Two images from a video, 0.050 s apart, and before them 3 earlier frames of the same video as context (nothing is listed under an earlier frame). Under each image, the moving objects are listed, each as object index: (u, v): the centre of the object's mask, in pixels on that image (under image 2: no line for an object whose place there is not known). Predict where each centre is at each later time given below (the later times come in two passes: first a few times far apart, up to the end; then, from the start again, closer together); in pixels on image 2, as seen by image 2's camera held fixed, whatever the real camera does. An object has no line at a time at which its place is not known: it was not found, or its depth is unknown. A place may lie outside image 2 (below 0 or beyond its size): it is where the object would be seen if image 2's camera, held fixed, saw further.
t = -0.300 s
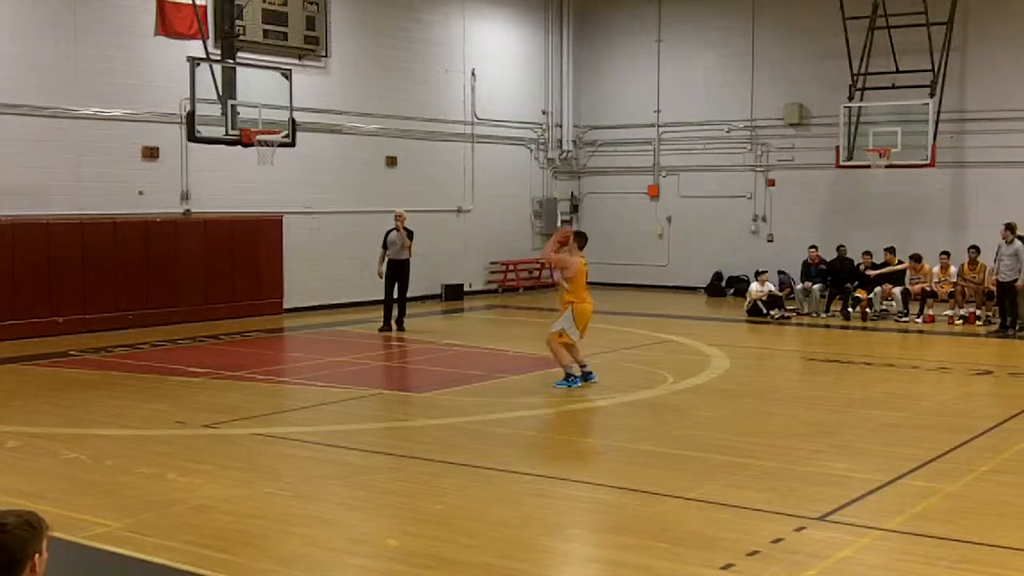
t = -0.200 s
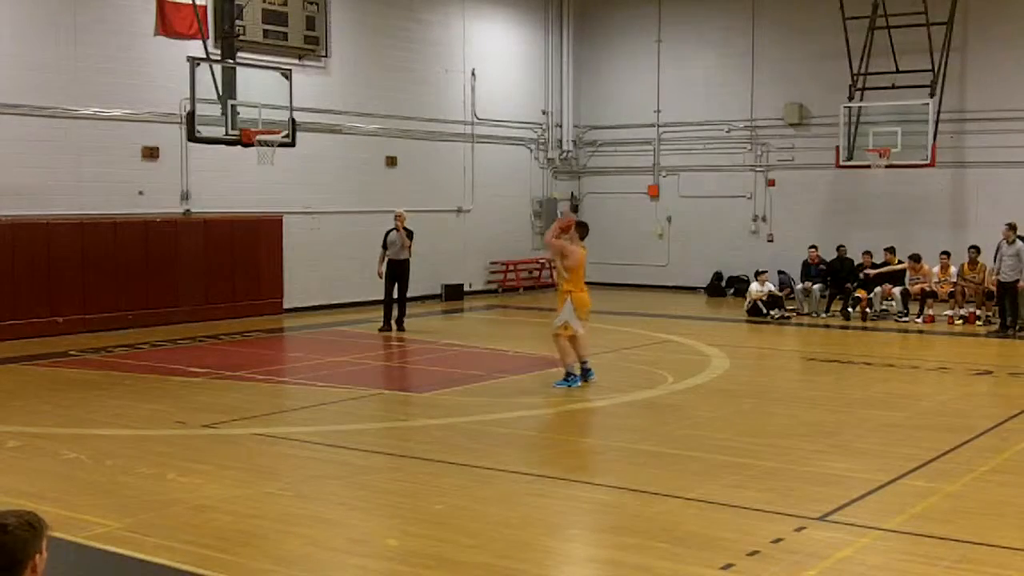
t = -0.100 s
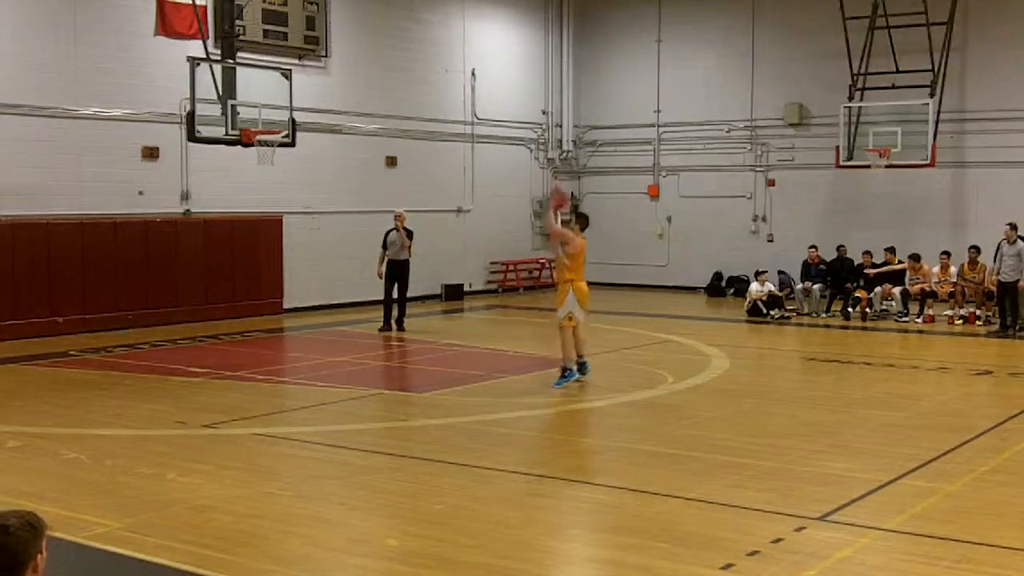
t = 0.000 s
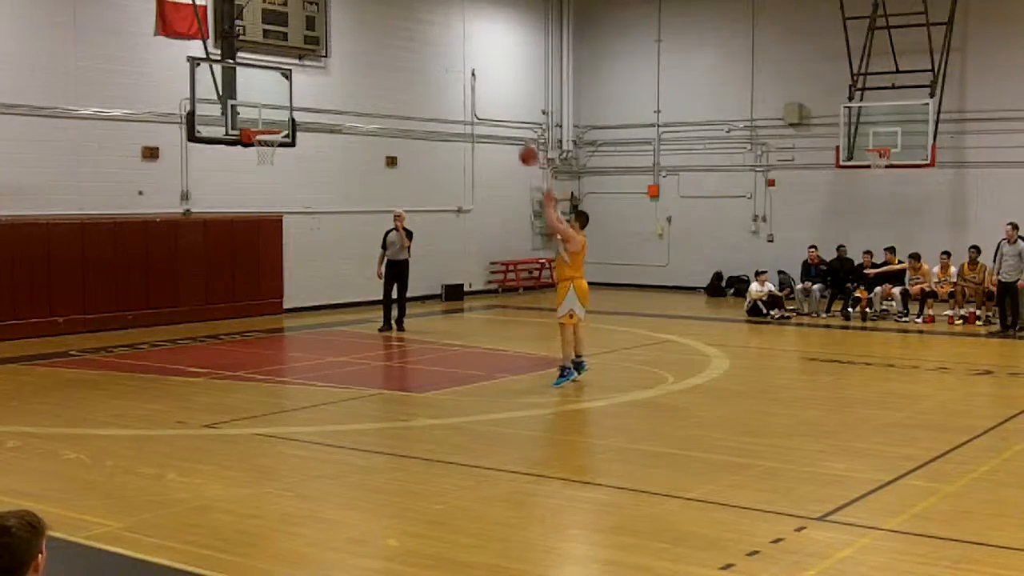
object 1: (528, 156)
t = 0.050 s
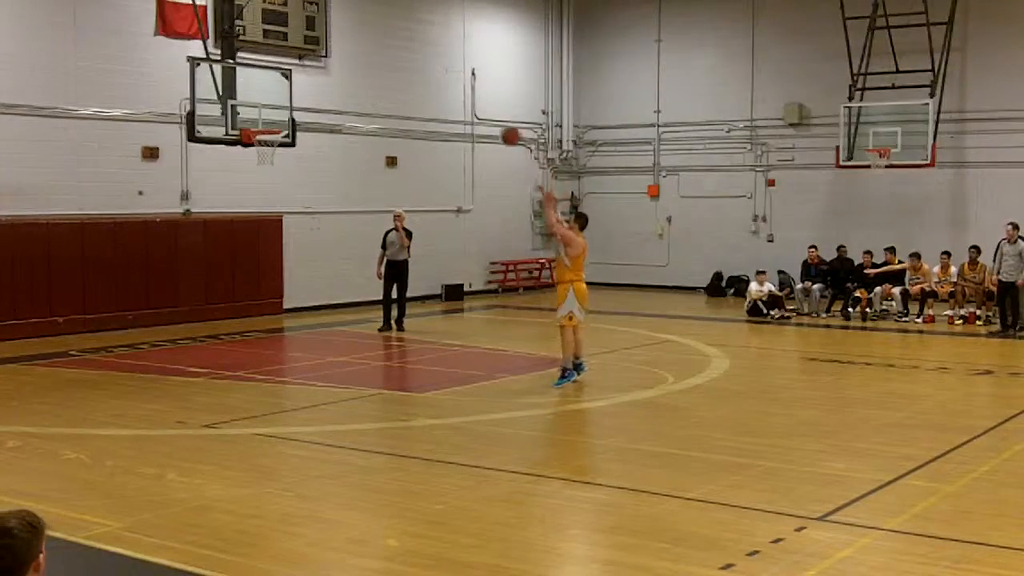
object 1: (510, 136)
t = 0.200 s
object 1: (457, 90)
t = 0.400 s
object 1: (392, 61)
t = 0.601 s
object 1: (332, 64)
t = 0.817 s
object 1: (273, 100)
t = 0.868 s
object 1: (260, 112)
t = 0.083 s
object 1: (498, 123)
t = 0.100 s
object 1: (493, 118)
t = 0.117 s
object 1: (487, 113)
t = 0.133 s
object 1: (481, 108)
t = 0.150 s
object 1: (475, 103)
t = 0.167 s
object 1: (469, 99)
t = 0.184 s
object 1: (463, 94)
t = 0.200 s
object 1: (457, 90)
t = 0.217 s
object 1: (452, 86)
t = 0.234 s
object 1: (446, 83)
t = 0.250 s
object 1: (441, 80)
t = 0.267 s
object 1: (435, 77)
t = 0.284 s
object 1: (430, 74)
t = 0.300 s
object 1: (425, 72)
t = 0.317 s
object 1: (419, 69)
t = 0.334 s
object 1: (413, 67)
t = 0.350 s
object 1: (408, 65)
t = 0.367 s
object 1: (403, 64)
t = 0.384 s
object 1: (398, 62)
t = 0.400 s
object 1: (392, 61)
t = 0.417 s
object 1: (387, 60)
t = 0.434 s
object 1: (382, 59)
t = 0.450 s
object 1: (377, 59)
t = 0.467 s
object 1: (372, 59)
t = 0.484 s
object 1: (367, 59)
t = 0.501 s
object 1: (362, 59)
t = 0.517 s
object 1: (357, 59)
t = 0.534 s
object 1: (352, 59)
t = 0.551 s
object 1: (347, 61)
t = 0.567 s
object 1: (342, 62)
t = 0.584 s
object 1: (338, 63)
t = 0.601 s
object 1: (332, 64)
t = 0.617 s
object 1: (328, 66)
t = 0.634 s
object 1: (323, 66)
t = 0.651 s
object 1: (318, 69)
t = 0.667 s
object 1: (314, 72)
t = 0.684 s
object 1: (309, 74)
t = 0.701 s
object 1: (304, 77)
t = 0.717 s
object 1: (300, 80)
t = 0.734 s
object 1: (295, 83)
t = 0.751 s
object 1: (291, 86)
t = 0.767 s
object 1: (286, 89)
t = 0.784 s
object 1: (281, 92)
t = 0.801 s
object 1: (277, 96)
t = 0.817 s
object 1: (273, 100)
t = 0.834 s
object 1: (269, 104)
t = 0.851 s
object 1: (265, 108)
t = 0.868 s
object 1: (260, 112)
